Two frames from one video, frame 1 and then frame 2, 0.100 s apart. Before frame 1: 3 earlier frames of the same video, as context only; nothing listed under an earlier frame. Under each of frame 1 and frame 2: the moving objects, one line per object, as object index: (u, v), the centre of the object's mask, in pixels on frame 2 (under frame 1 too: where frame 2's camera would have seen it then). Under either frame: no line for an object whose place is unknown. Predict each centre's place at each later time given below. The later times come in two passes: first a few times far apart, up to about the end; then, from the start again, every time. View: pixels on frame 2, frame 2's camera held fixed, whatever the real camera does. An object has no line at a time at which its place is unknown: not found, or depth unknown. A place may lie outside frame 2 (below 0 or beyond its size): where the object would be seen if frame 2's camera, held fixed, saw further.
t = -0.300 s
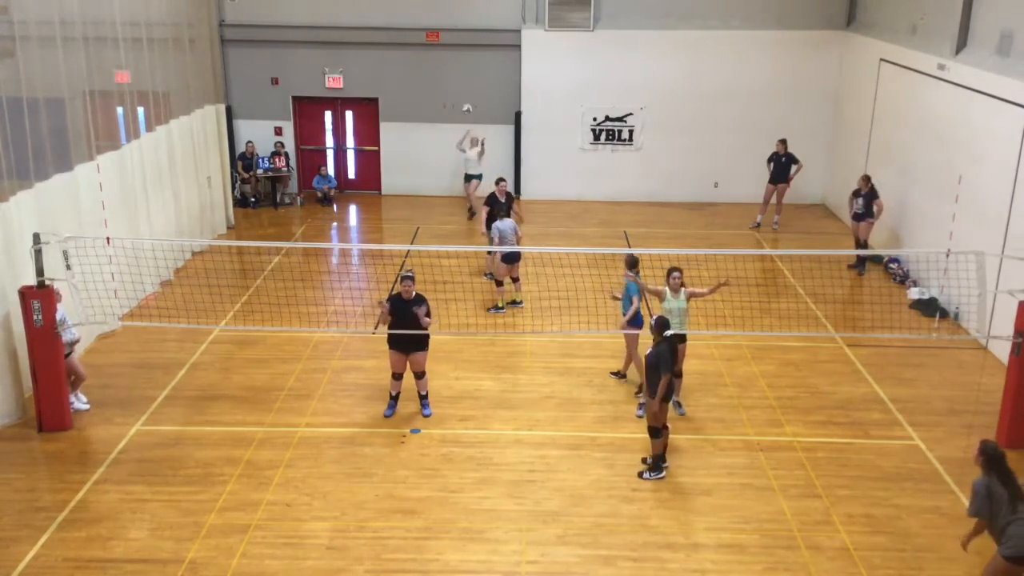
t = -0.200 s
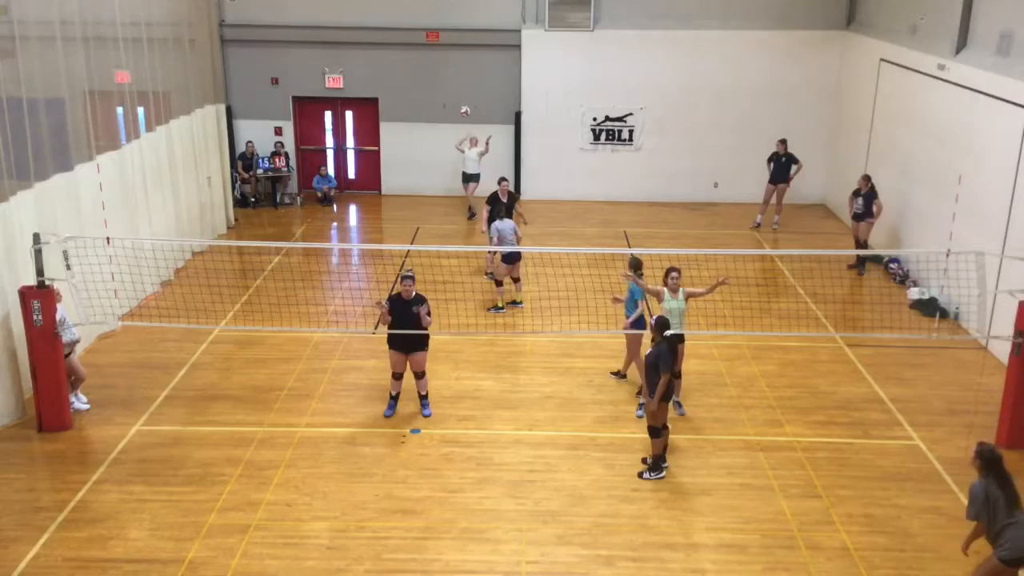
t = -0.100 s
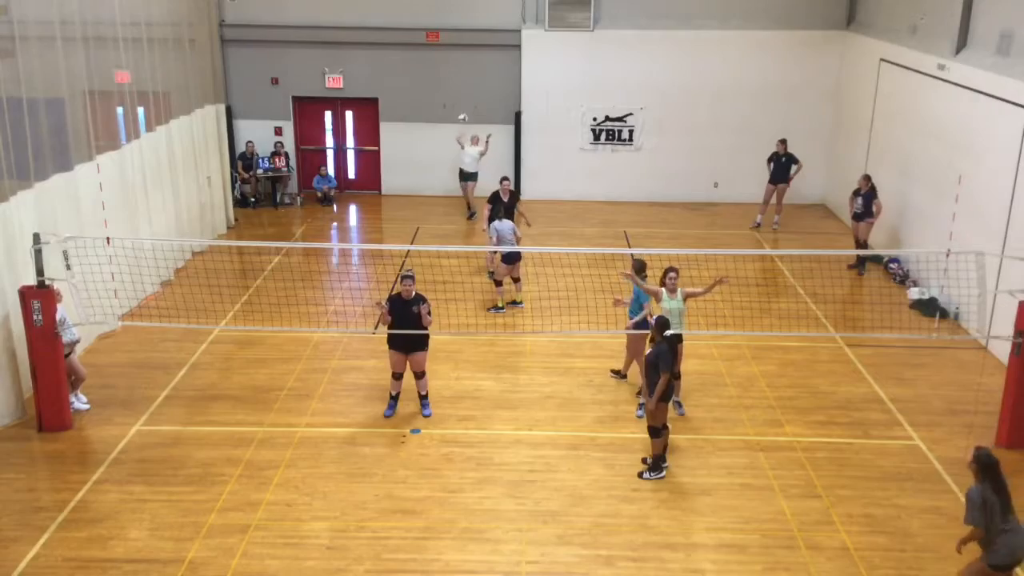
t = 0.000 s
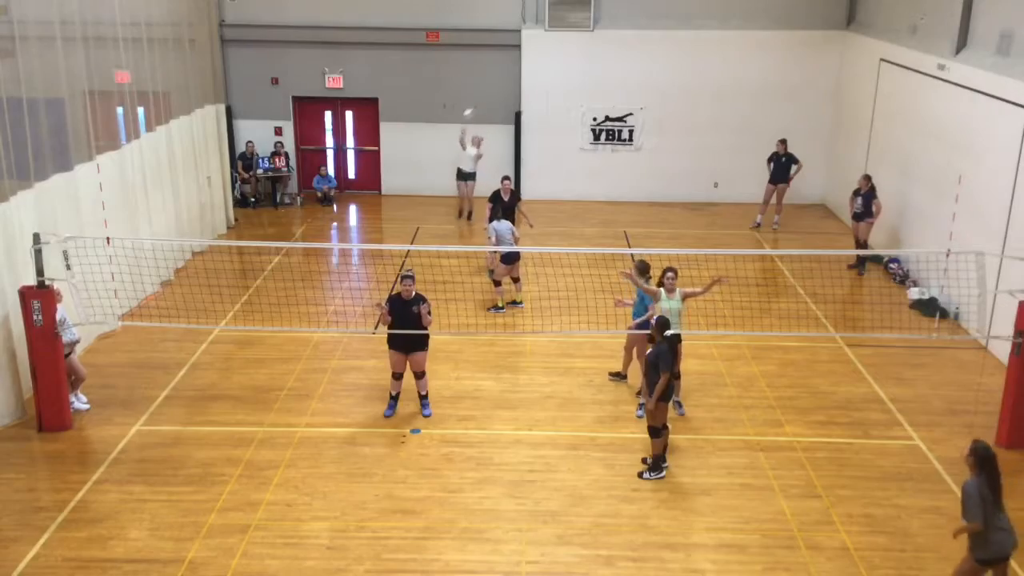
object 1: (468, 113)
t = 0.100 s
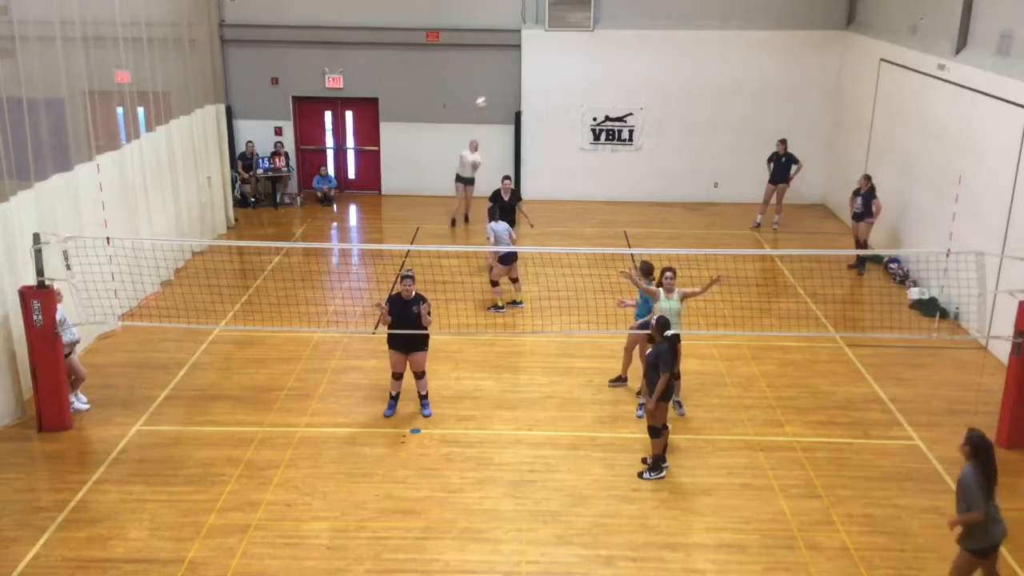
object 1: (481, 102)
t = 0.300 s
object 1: (508, 90)
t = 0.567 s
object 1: (549, 122)
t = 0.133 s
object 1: (485, 99)
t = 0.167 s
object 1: (489, 96)
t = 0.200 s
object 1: (494, 94)
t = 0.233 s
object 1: (499, 92)
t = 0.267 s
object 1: (503, 91)
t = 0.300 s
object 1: (508, 90)
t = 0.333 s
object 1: (512, 91)
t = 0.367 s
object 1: (518, 93)
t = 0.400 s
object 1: (522, 95)
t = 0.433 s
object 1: (527, 98)
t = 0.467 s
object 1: (532, 103)
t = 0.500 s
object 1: (538, 108)
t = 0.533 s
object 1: (543, 114)
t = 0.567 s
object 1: (549, 122)
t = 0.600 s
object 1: (555, 131)
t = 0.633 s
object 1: (561, 141)
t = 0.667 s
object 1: (568, 153)
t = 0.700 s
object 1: (576, 167)
